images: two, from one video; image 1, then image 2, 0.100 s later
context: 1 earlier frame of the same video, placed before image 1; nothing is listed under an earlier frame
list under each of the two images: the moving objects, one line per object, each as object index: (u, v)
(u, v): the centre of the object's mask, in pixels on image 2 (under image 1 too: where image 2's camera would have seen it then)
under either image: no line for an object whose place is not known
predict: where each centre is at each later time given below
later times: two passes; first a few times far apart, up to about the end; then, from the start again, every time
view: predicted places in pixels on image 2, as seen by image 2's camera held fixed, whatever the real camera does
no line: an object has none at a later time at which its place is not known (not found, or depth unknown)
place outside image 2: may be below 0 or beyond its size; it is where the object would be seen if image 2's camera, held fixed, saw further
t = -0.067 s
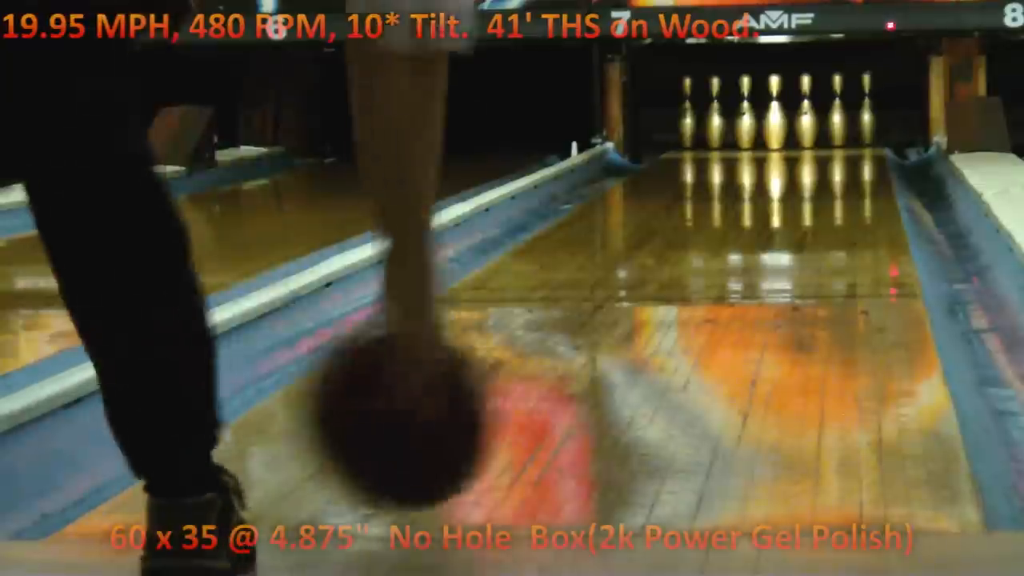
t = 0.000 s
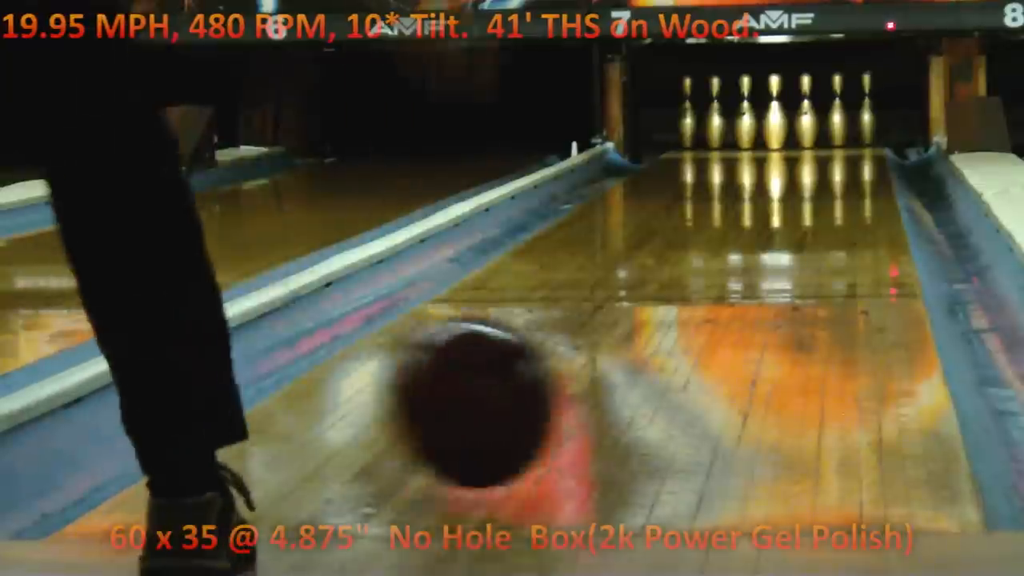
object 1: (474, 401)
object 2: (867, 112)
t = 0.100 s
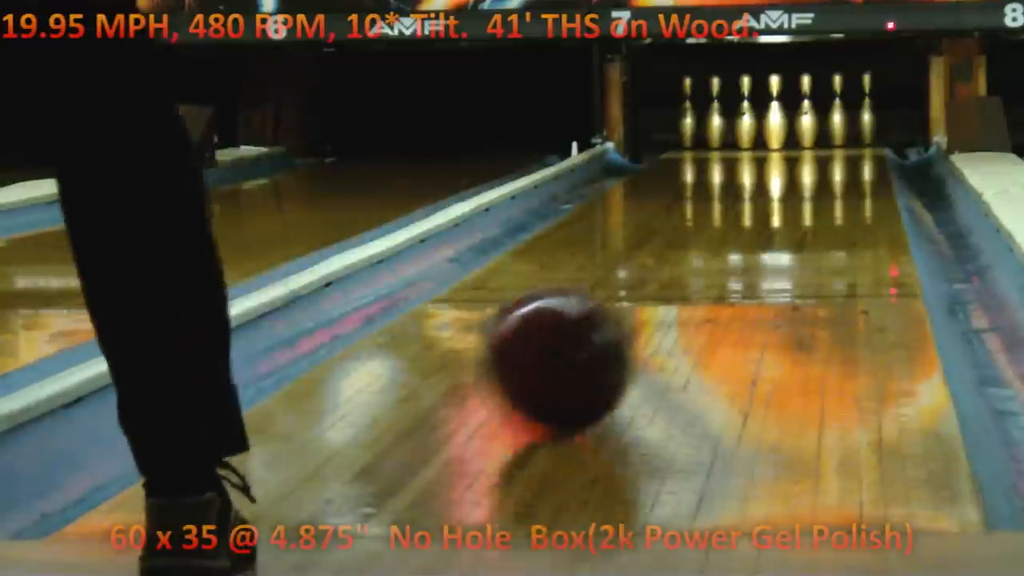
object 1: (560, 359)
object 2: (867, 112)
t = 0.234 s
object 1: (638, 308)
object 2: (867, 112)
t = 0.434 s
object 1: (719, 260)
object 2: (866, 112)
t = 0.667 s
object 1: (779, 220)
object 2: (867, 111)
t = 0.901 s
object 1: (818, 193)
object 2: (868, 111)
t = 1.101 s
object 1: (839, 175)
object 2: (868, 112)
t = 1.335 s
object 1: (851, 159)
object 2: (868, 108)
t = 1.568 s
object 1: (852, 148)
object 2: (868, 103)
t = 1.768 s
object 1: (838, 138)
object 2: (867, 111)
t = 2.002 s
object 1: (809, 131)
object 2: (868, 112)
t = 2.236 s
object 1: (804, 122)
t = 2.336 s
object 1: (805, 130)
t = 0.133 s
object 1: (581, 345)
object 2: (867, 112)
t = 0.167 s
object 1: (602, 331)
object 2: (867, 112)
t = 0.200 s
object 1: (620, 319)
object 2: (867, 112)
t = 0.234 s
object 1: (638, 308)
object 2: (867, 112)
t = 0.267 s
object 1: (655, 297)
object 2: (867, 112)
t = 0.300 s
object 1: (670, 288)
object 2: (867, 112)
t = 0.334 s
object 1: (683, 280)
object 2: (867, 112)
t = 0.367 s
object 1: (696, 273)
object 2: (867, 112)
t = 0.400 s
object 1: (708, 267)
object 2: (867, 112)
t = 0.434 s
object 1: (719, 260)
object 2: (866, 112)
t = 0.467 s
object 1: (730, 254)
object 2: (866, 112)
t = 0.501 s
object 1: (740, 248)
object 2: (866, 112)
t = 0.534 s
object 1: (748, 241)
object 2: (867, 112)
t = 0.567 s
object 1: (757, 236)
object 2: (867, 112)
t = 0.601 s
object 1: (765, 230)
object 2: (867, 112)
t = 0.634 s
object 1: (772, 225)
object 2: (867, 112)
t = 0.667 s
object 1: (779, 220)
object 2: (867, 111)
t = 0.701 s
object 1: (785, 215)
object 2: (867, 112)
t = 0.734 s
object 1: (792, 210)
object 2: (867, 112)
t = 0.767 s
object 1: (798, 206)
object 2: (867, 112)
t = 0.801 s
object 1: (803, 203)
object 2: (867, 112)
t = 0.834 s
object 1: (809, 200)
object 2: (868, 111)
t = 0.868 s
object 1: (815, 196)
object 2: (870, 110)
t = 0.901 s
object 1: (818, 193)
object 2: (868, 111)
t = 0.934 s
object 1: (821, 190)
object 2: (868, 111)
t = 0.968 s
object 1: (824, 187)
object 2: (868, 111)
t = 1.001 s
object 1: (827, 183)
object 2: (868, 111)
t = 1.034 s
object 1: (831, 180)
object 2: (868, 111)
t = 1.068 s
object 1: (836, 178)
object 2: (868, 111)
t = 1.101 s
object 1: (839, 175)
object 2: (868, 112)
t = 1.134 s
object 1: (841, 172)
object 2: (868, 112)
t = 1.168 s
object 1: (843, 170)
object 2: (868, 112)
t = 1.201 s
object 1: (844, 169)
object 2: (868, 111)
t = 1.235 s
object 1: (848, 165)
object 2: (868, 110)
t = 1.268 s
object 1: (849, 164)
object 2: (868, 110)
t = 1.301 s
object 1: (850, 162)
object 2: (868, 109)
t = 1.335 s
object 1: (851, 159)
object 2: (868, 108)
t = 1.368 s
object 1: (852, 157)
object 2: (868, 106)
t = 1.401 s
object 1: (853, 155)
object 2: (868, 106)
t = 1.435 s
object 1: (853, 154)
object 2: (868, 105)
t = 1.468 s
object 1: (854, 152)
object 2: (868, 104)
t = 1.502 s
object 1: (853, 151)
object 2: (868, 103)
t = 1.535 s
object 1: (853, 149)
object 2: (868, 103)
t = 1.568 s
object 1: (852, 148)
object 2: (868, 103)
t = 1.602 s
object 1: (851, 146)
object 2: (867, 103)
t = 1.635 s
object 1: (849, 145)
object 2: (868, 103)
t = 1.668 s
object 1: (846, 143)
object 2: (868, 103)
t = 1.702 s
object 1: (843, 141)
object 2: (868, 107)
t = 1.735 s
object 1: (840, 139)
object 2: (868, 110)
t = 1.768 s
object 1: (838, 138)
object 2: (867, 111)
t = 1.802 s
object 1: (834, 137)
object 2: (867, 111)
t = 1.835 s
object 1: (829, 136)
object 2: (868, 111)
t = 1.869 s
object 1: (826, 135)
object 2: (867, 111)
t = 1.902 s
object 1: (822, 134)
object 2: (867, 112)
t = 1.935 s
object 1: (818, 133)
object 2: (868, 111)
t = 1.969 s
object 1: (815, 132)
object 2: (868, 111)
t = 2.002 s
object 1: (809, 131)
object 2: (868, 112)
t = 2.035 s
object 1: (805, 130)
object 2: (868, 112)
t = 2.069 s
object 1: (803, 132)
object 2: (868, 112)
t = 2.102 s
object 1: (799, 129)
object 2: (868, 112)
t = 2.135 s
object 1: (802, 128)
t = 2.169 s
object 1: (804, 127)
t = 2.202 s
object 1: (805, 125)
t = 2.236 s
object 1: (804, 122)
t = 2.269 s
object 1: (810, 128)
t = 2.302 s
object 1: (806, 126)
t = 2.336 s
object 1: (805, 130)
